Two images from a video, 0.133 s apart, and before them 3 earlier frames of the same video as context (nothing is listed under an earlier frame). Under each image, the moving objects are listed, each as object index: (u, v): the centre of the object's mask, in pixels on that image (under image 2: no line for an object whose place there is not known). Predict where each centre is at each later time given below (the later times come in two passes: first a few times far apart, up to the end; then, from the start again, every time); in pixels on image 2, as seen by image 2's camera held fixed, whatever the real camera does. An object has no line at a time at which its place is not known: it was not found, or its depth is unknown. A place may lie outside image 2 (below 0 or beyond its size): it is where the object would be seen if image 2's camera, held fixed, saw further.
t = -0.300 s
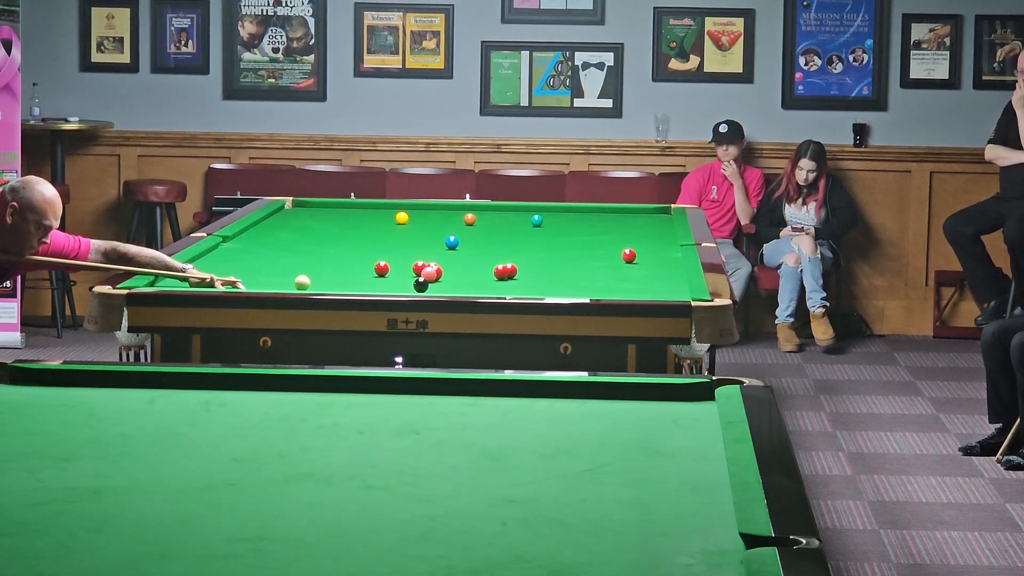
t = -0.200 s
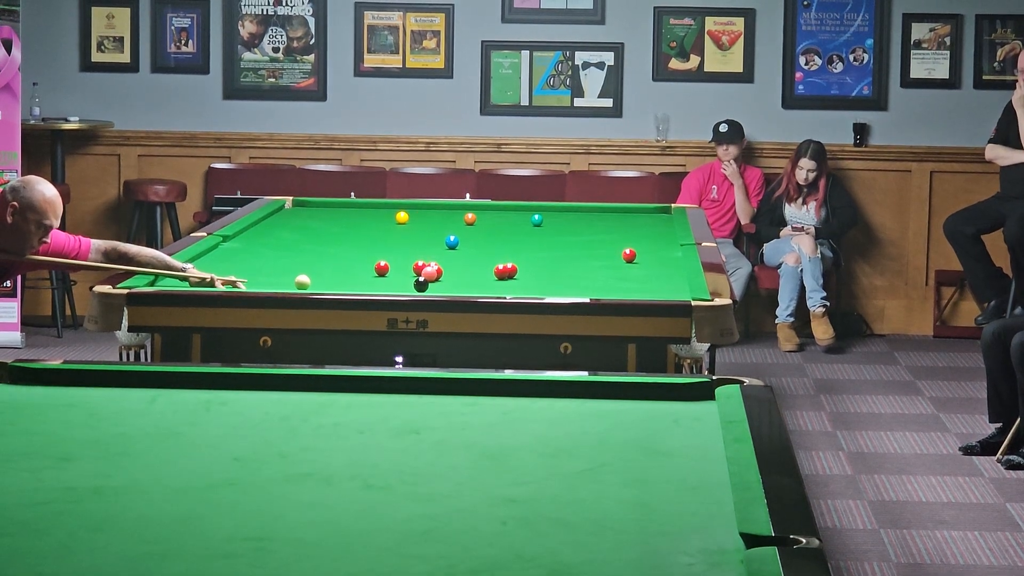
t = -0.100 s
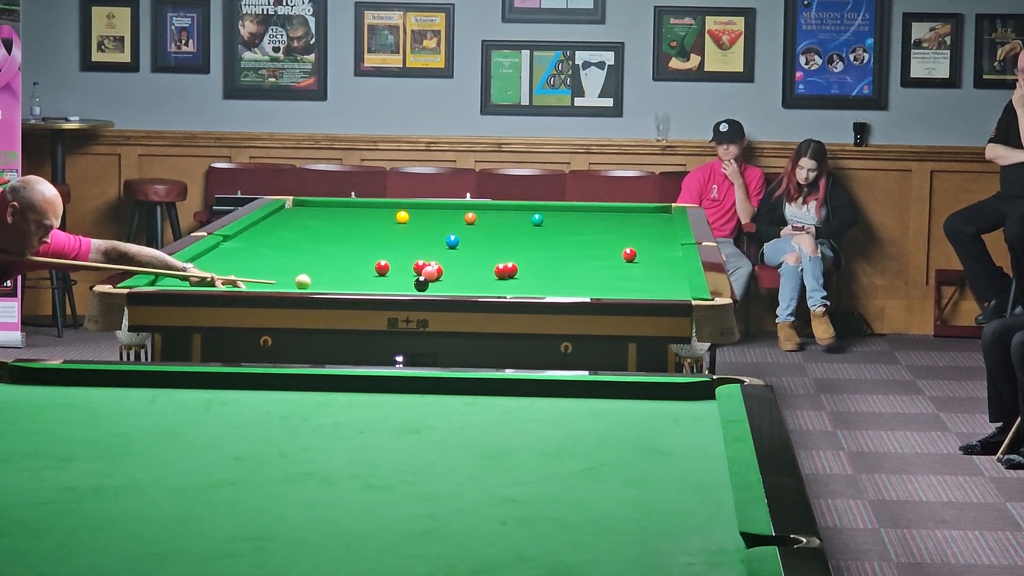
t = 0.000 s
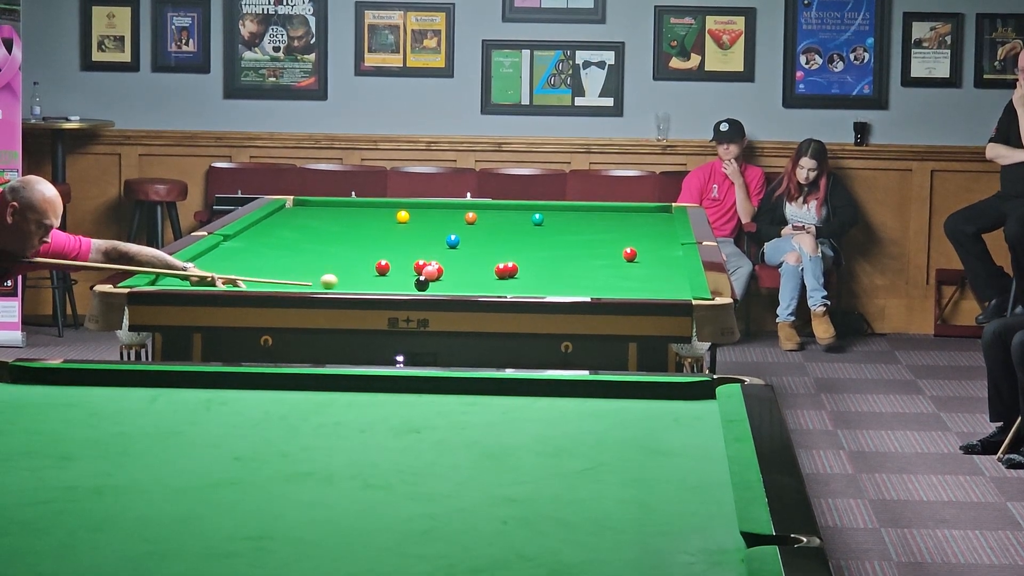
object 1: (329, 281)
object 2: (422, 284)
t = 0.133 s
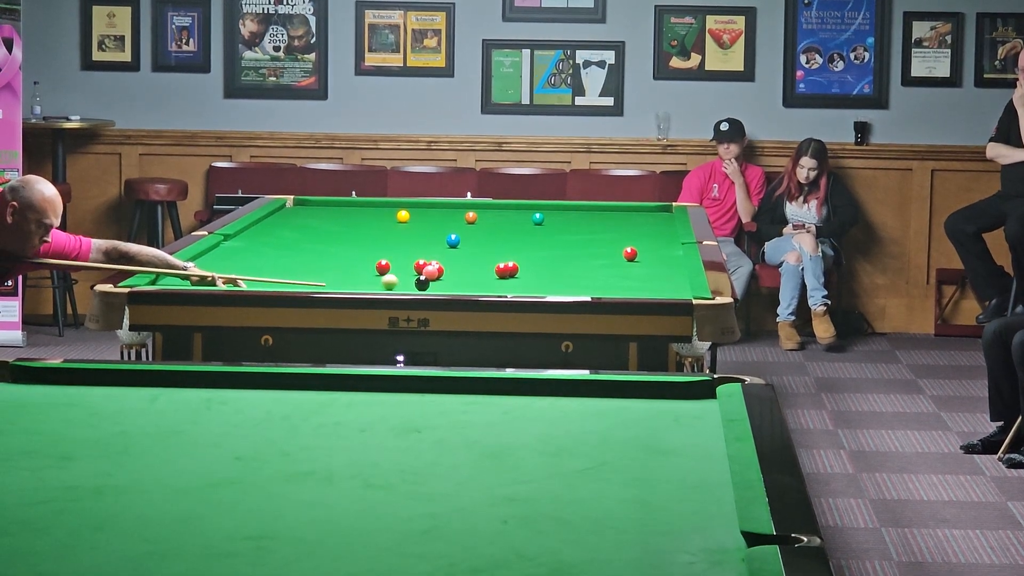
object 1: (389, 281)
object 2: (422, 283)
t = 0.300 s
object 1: (416, 281)
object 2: (455, 285)
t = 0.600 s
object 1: (431, 278)
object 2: (523, 288)
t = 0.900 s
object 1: (445, 275)
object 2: (588, 291)
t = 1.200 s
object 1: (457, 272)
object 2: (653, 293)
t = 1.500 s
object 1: (469, 270)
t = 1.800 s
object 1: (480, 268)
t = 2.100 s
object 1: (489, 265)
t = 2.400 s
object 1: (498, 262)
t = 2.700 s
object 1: (506, 259)
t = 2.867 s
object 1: (512, 259)
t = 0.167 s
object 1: (403, 282)
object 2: (422, 283)
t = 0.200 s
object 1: (409, 282)
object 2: (428, 283)
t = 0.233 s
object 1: (412, 282)
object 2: (438, 284)
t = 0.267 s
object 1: (414, 281)
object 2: (447, 285)
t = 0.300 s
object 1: (416, 281)
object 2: (455, 285)
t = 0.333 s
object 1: (418, 281)
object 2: (464, 285)
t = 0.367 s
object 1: (419, 280)
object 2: (471, 286)
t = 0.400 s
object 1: (421, 280)
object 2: (479, 286)
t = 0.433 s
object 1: (423, 280)
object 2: (486, 286)
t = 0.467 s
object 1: (424, 279)
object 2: (493, 287)
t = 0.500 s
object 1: (426, 279)
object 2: (501, 287)
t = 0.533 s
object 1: (428, 279)
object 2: (508, 287)
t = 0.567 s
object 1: (429, 278)
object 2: (515, 287)
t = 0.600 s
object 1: (431, 278)
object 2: (523, 288)
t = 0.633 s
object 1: (433, 277)
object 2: (530, 288)
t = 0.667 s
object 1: (434, 277)
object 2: (537, 288)
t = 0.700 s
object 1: (435, 277)
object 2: (544, 289)
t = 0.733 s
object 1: (437, 276)
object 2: (552, 289)
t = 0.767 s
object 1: (439, 276)
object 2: (559, 289)
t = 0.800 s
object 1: (440, 276)
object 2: (566, 290)
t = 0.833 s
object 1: (442, 275)
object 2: (574, 290)
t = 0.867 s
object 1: (443, 275)
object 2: (581, 290)
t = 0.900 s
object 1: (445, 275)
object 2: (588, 291)
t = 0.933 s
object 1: (446, 274)
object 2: (595, 291)
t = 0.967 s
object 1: (448, 274)
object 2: (603, 291)
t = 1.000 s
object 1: (449, 274)
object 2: (610, 291)
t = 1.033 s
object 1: (450, 273)
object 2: (617, 291)
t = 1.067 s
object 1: (452, 273)
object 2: (624, 292)
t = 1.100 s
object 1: (453, 273)
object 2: (631, 292)
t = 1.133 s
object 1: (455, 273)
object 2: (639, 292)
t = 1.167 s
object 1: (456, 272)
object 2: (646, 293)
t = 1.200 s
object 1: (457, 272)
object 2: (653, 293)
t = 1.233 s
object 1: (459, 272)
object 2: (660, 293)
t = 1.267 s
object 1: (460, 271)
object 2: (667, 294)
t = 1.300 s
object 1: (461, 271)
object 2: (674, 294)
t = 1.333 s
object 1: (463, 271)
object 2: (681, 295)
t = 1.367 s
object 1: (464, 271)
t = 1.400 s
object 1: (465, 270)
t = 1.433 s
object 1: (466, 270)
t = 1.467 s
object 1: (468, 270)
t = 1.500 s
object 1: (469, 270)
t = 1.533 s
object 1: (470, 269)
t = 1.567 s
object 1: (471, 269)
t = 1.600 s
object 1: (473, 269)
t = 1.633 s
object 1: (474, 269)
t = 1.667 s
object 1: (475, 268)
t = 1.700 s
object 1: (476, 268)
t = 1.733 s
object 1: (477, 268)
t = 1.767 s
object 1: (478, 268)
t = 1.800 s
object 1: (480, 268)
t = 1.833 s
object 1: (481, 267)
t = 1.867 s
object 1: (482, 267)
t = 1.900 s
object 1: (483, 267)
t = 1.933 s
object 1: (484, 266)
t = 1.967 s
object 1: (485, 266)
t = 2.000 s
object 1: (486, 266)
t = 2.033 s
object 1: (487, 266)
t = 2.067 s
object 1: (488, 266)
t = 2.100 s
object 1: (489, 265)
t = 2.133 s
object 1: (490, 265)
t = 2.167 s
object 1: (491, 264)
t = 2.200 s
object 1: (491, 264)
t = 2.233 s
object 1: (492, 264)
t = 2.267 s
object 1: (493, 263)
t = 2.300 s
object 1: (494, 263)
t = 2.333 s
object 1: (495, 262)
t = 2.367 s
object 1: (496, 262)
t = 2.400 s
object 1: (498, 262)
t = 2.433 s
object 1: (499, 261)
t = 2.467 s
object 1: (500, 261)
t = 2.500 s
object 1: (501, 260)
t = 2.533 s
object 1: (502, 260)
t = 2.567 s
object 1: (502, 260)
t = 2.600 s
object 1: (503, 260)
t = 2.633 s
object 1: (504, 260)
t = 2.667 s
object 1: (505, 259)
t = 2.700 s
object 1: (506, 259)
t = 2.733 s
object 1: (507, 259)
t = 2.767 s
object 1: (508, 259)
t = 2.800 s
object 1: (509, 259)
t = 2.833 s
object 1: (510, 259)
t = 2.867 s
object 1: (512, 259)
